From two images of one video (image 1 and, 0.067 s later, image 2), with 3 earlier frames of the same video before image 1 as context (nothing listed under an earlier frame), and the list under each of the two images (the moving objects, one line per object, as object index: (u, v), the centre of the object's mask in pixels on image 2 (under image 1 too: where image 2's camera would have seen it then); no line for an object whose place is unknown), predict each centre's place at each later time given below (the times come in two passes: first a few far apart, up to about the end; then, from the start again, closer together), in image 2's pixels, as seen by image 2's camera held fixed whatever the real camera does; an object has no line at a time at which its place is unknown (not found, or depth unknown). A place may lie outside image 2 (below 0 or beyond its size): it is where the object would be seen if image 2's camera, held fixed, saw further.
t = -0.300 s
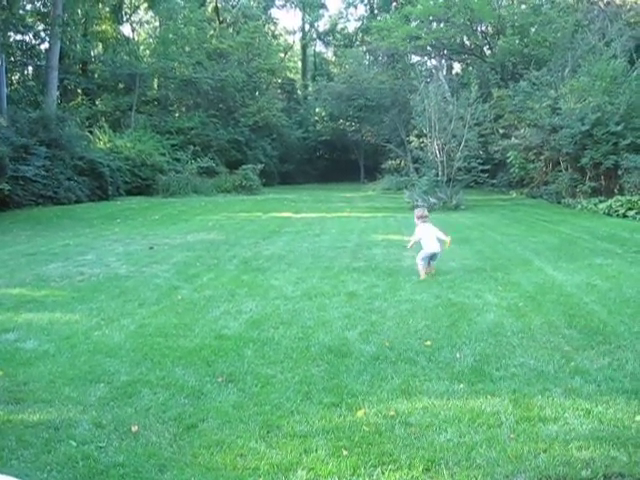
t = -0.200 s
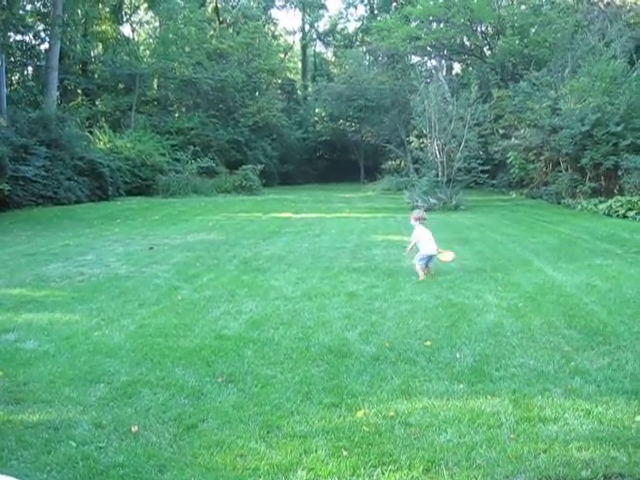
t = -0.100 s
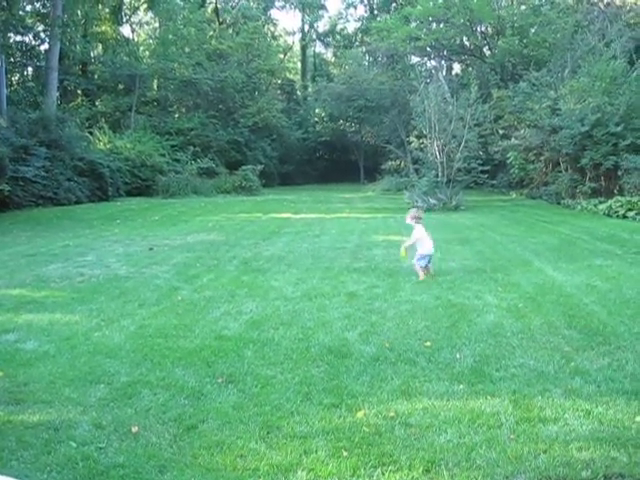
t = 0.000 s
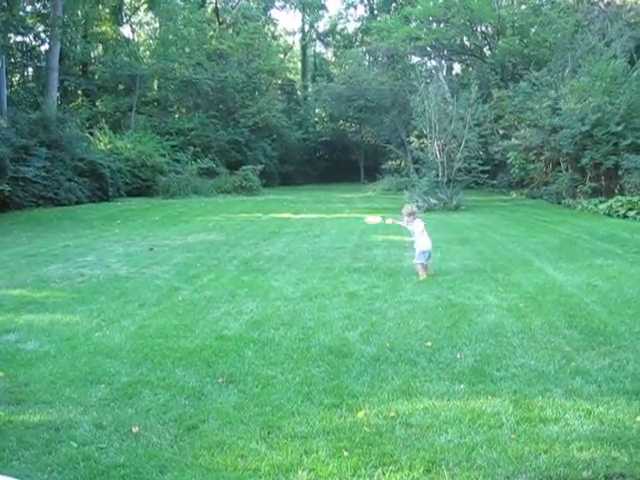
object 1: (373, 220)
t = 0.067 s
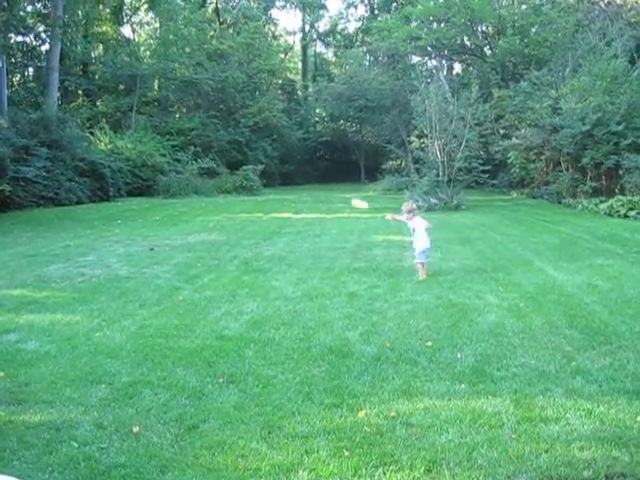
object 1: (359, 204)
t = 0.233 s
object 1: (320, 184)
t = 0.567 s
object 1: (233, 216)
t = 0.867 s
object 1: (169, 300)
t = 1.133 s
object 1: (156, 316)
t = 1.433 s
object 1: (156, 316)
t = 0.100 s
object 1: (352, 197)
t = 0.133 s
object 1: (344, 192)
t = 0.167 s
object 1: (337, 188)
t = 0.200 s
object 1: (328, 185)
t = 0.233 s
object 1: (320, 184)
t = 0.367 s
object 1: (286, 187)
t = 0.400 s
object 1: (277, 190)
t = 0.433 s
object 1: (268, 194)
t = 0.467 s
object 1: (259, 199)
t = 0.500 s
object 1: (251, 204)
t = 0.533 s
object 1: (242, 210)
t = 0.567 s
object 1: (233, 216)
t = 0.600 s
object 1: (226, 223)
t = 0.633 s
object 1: (218, 230)
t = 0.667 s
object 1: (211, 238)
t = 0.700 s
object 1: (203, 246)
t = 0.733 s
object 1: (196, 255)
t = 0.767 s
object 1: (189, 265)
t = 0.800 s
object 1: (182, 276)
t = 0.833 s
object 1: (176, 287)
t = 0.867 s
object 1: (169, 300)
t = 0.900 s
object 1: (162, 311)
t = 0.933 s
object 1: (158, 317)
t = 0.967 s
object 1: (158, 316)
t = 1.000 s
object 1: (157, 315)
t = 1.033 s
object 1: (157, 314)
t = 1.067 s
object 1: (157, 314)
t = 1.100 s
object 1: (157, 315)
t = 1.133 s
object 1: (156, 316)
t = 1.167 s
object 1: (156, 316)
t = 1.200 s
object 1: (156, 316)
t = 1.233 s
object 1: (156, 316)
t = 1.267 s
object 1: (156, 316)
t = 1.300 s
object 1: (157, 316)
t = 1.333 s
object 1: (156, 316)
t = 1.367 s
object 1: (157, 316)
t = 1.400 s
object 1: (157, 316)
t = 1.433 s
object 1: (156, 316)
